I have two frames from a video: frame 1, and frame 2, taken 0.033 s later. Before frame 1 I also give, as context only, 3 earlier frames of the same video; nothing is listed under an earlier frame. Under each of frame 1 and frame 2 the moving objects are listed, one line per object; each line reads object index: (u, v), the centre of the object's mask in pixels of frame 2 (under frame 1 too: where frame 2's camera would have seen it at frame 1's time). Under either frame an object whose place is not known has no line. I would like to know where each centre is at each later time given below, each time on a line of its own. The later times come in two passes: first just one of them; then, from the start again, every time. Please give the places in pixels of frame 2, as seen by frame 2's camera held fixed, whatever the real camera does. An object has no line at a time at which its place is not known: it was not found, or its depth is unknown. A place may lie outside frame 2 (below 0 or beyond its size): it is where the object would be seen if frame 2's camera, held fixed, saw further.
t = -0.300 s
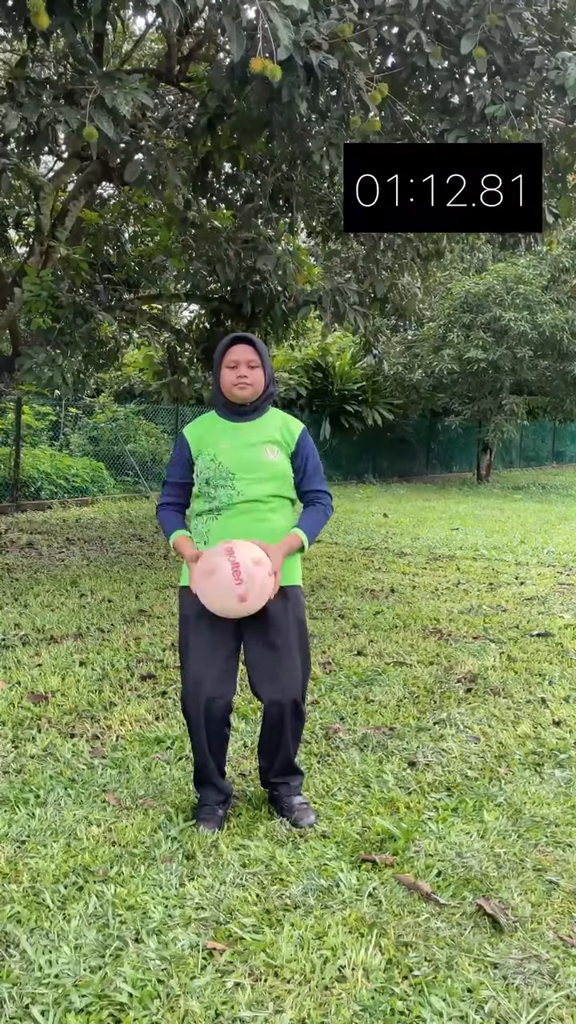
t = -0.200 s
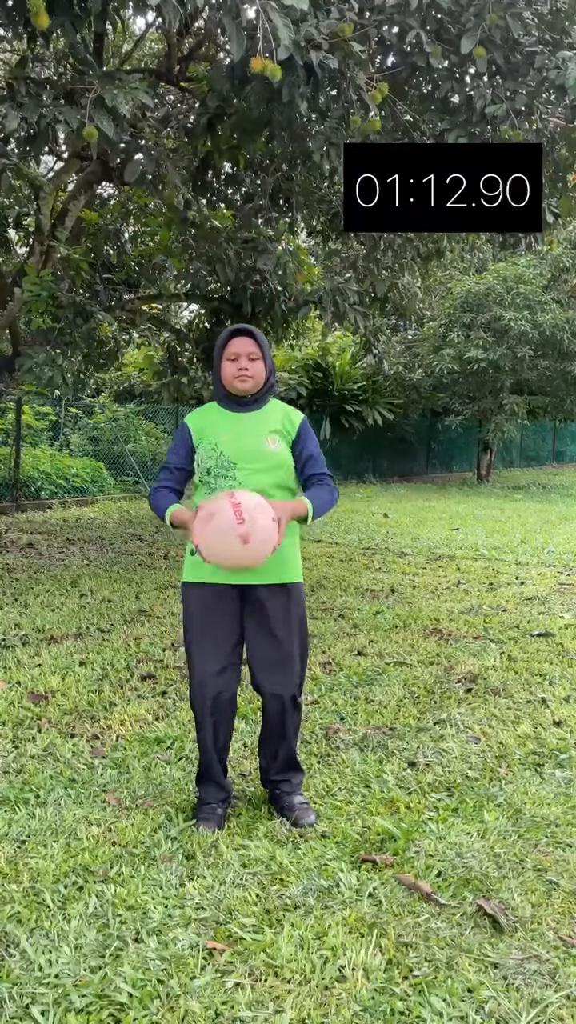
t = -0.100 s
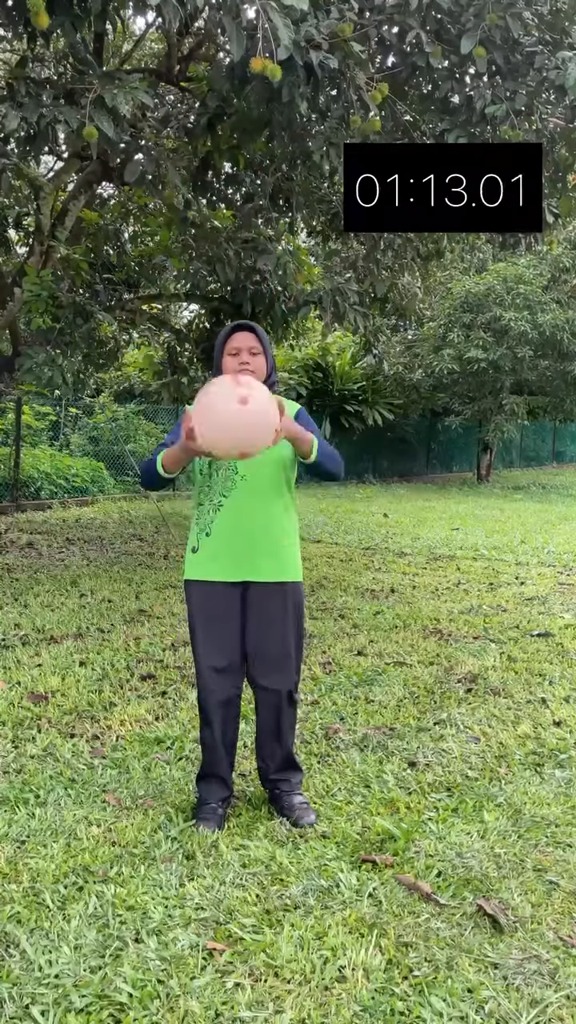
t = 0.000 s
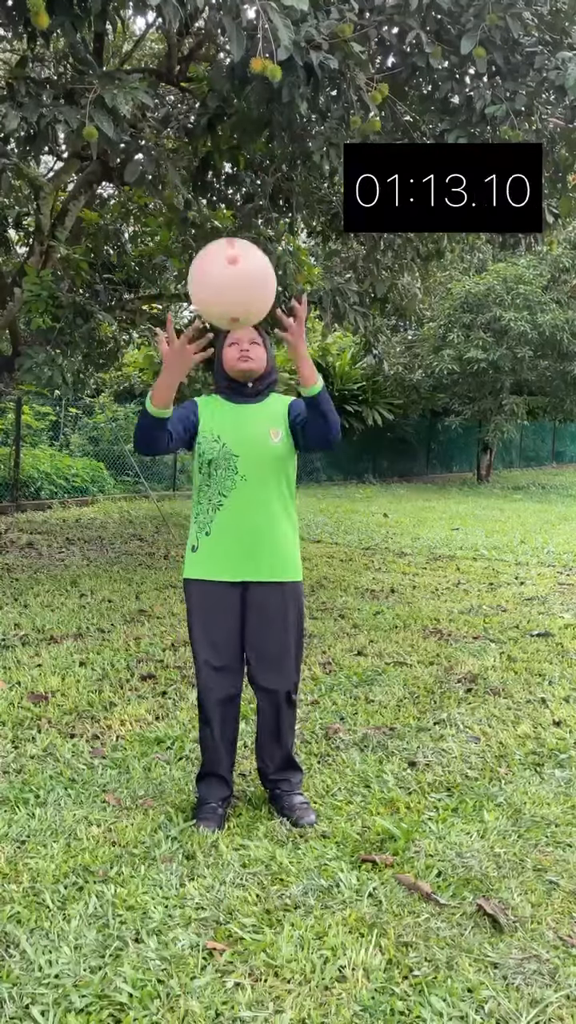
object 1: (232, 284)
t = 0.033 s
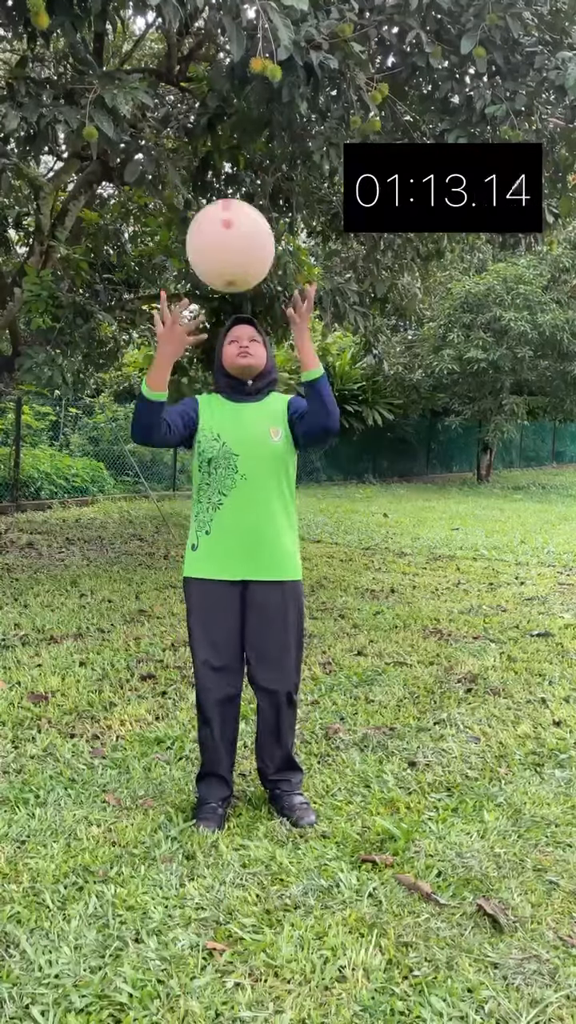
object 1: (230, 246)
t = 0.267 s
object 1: (220, 107)
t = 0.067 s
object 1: (229, 212)
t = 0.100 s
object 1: (227, 183)
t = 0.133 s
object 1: (226, 159)
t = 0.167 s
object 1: (224, 140)
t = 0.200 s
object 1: (223, 124)
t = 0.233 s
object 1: (222, 113)
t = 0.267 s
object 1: (220, 107)
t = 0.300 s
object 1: (219, 105)
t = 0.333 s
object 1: (218, 107)
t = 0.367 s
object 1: (217, 113)
